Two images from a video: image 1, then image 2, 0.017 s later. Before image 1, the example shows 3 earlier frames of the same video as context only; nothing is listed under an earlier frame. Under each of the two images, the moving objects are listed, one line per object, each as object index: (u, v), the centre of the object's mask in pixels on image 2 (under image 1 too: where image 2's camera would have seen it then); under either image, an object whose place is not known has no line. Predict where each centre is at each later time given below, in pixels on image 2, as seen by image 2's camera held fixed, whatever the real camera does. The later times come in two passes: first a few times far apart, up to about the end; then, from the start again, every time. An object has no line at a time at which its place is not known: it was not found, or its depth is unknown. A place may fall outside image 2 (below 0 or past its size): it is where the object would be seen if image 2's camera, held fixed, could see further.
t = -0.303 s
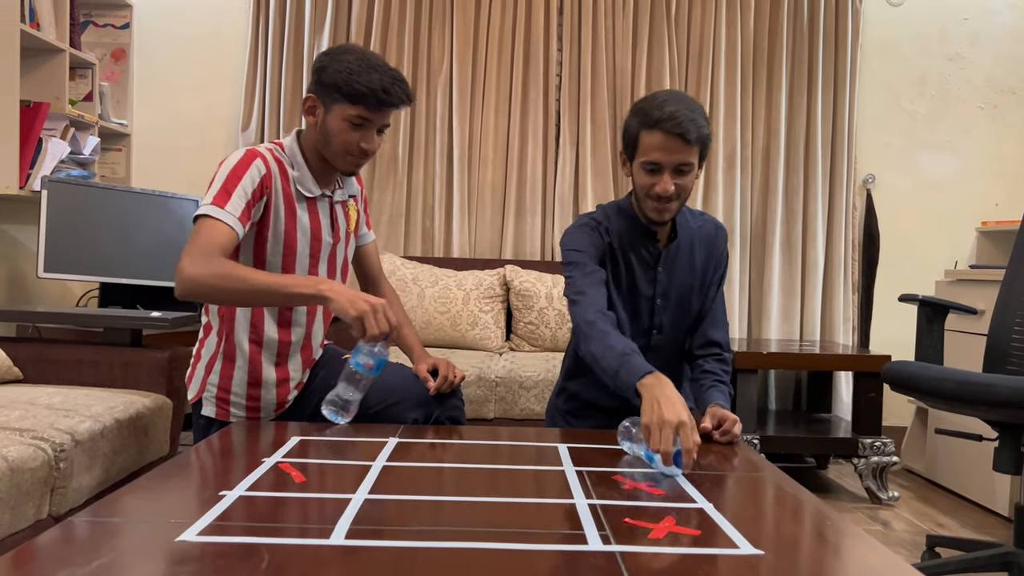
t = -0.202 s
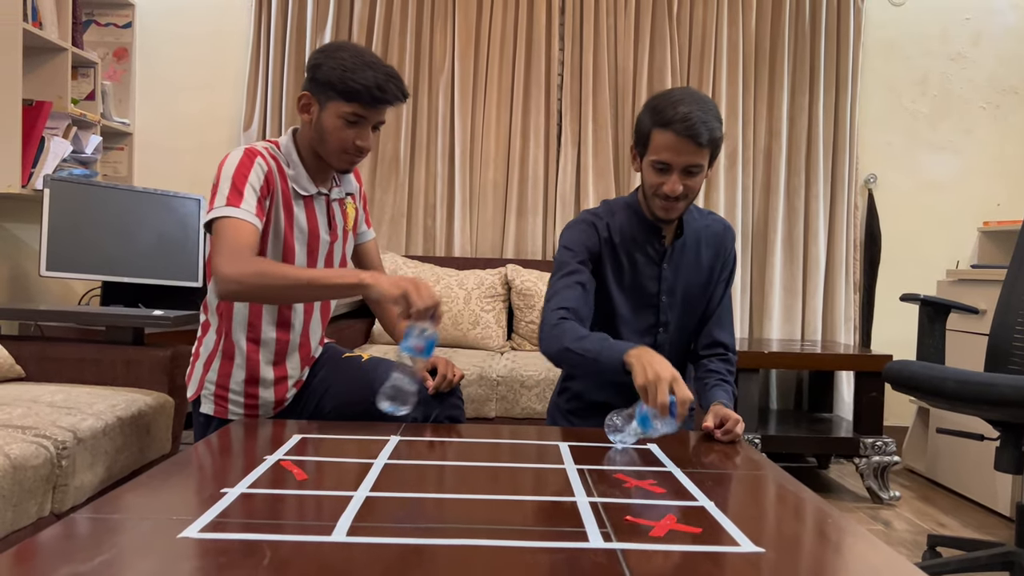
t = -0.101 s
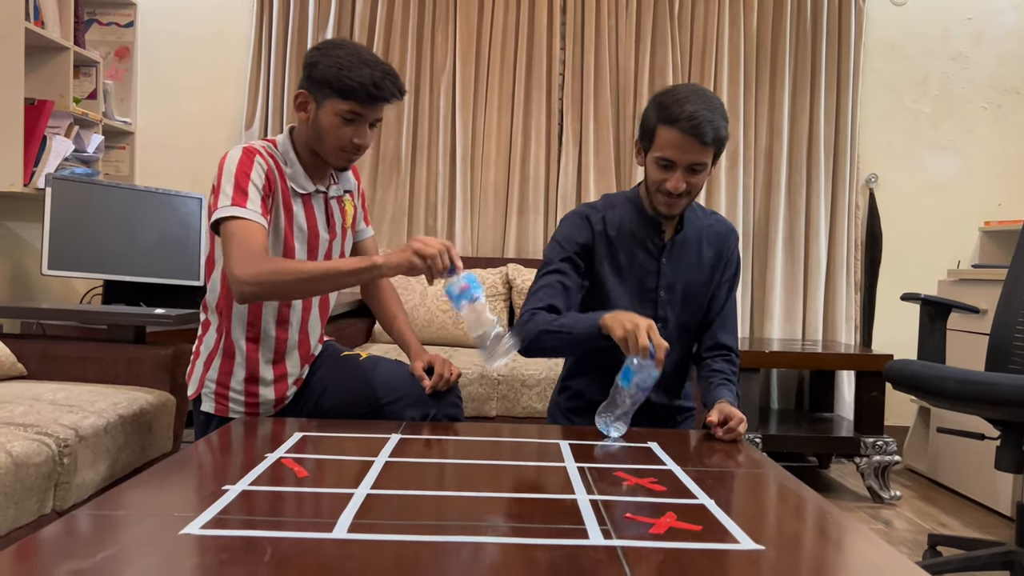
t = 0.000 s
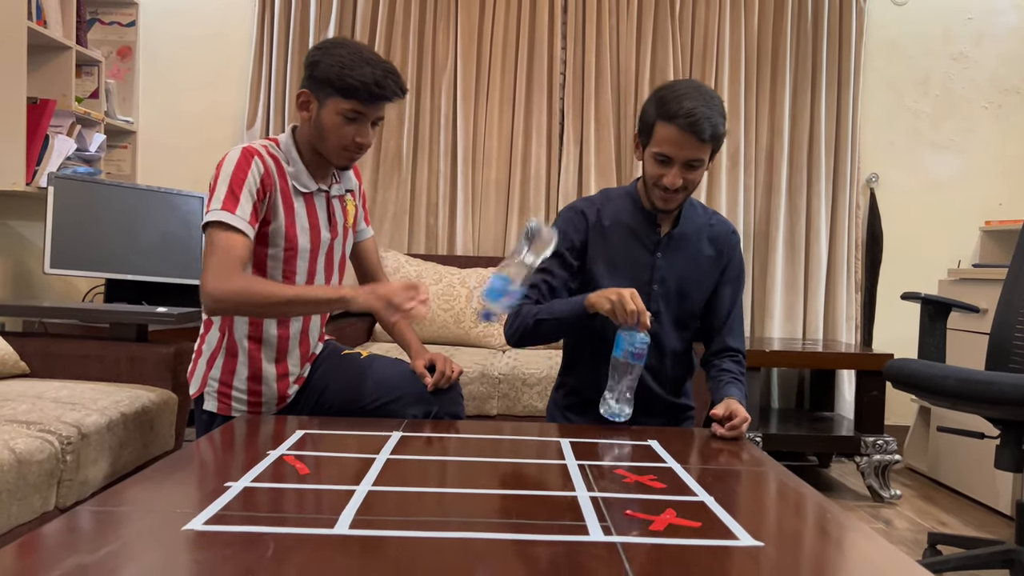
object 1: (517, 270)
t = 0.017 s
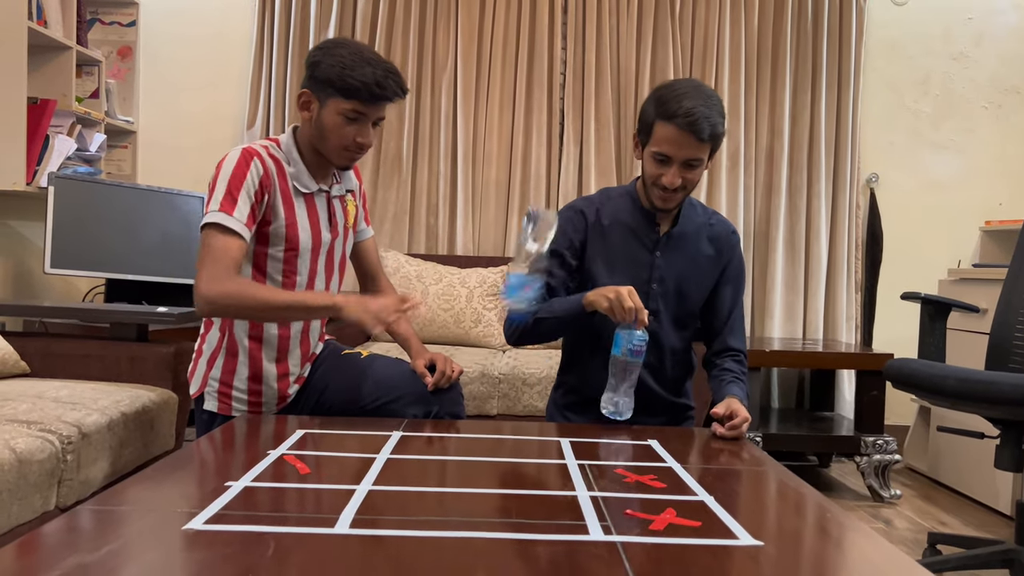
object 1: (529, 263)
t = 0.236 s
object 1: (579, 175)
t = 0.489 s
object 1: (595, 422)
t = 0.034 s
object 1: (543, 253)
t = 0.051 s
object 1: (555, 243)
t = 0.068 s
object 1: (566, 230)
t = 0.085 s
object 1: (576, 215)
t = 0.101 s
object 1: (583, 201)
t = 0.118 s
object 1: (586, 188)
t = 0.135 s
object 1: (589, 177)
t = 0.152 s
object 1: (589, 169)
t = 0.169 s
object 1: (587, 165)
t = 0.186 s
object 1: (586, 163)
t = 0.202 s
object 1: (584, 164)
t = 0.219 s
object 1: (582, 169)
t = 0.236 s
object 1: (579, 175)
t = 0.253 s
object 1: (578, 183)
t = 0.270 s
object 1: (577, 195)
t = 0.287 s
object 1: (576, 208)
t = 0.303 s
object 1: (575, 223)
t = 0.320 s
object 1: (575, 240)
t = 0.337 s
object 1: (574, 258)
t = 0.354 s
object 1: (574, 278)
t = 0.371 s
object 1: (575, 300)
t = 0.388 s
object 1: (578, 325)
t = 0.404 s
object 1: (581, 350)
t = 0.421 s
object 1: (581, 375)
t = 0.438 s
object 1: (583, 404)
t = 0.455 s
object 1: (586, 429)
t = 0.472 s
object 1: (591, 426)
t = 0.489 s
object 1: (595, 422)
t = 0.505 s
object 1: (601, 418)
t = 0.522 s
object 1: (605, 415)
